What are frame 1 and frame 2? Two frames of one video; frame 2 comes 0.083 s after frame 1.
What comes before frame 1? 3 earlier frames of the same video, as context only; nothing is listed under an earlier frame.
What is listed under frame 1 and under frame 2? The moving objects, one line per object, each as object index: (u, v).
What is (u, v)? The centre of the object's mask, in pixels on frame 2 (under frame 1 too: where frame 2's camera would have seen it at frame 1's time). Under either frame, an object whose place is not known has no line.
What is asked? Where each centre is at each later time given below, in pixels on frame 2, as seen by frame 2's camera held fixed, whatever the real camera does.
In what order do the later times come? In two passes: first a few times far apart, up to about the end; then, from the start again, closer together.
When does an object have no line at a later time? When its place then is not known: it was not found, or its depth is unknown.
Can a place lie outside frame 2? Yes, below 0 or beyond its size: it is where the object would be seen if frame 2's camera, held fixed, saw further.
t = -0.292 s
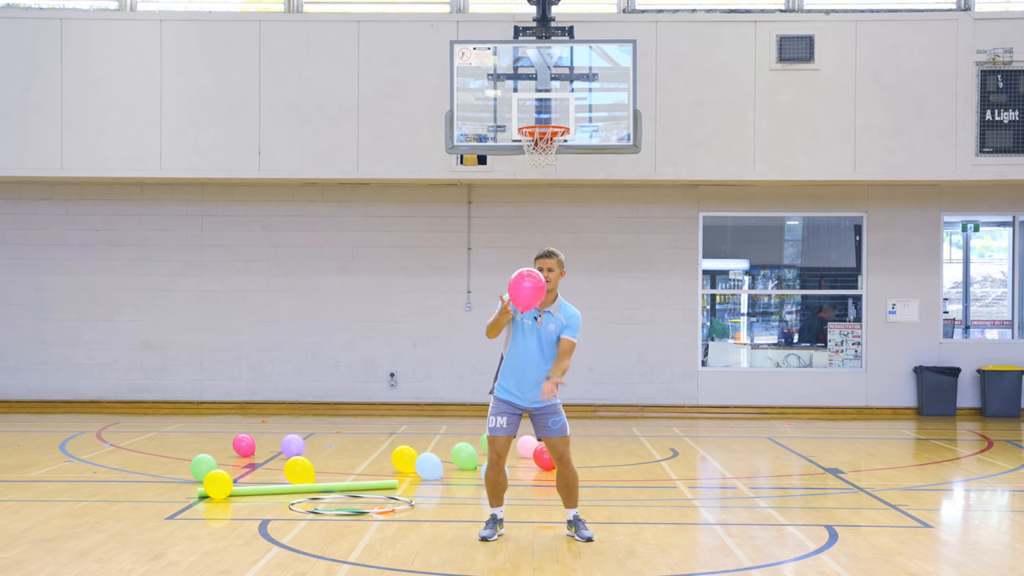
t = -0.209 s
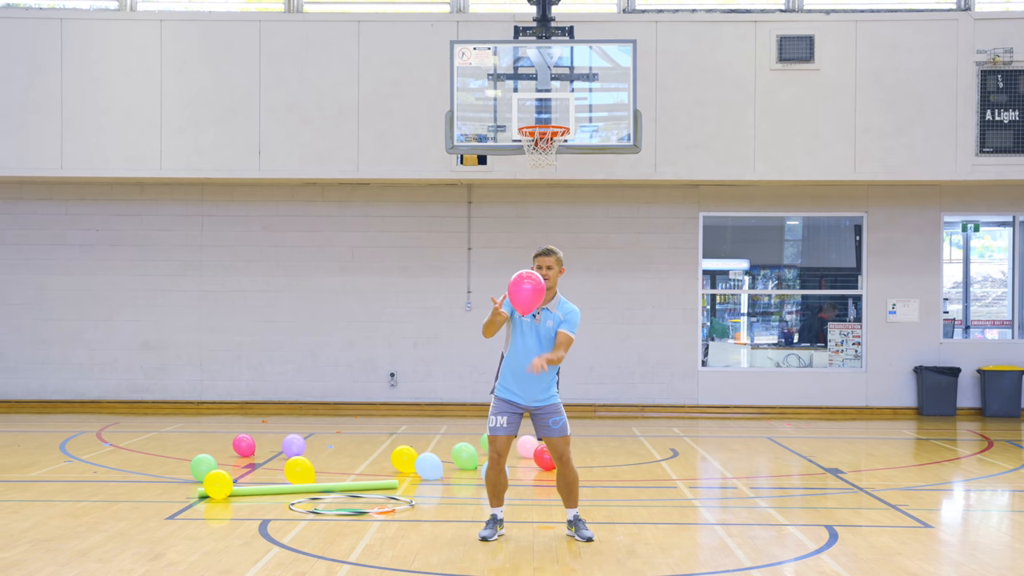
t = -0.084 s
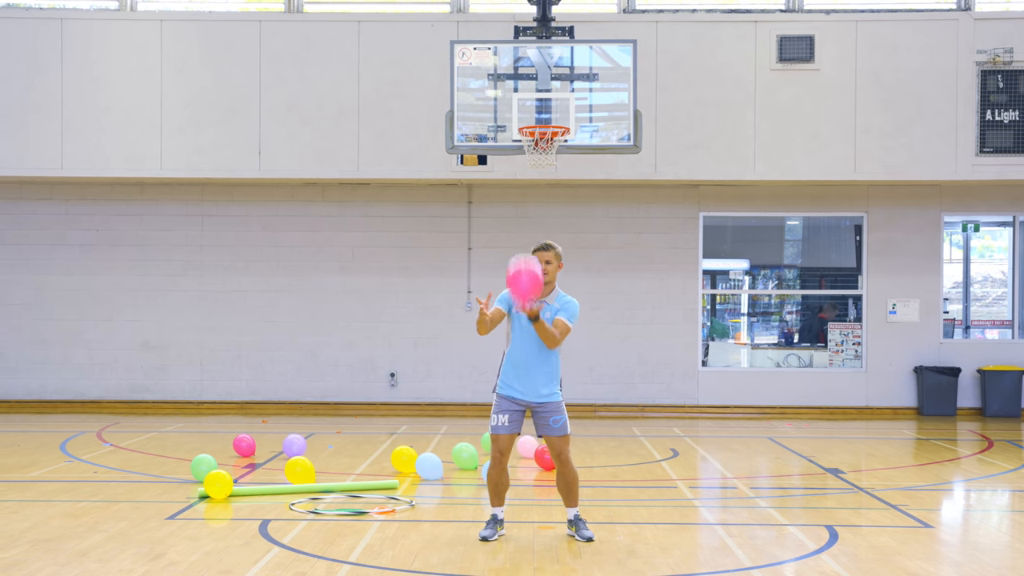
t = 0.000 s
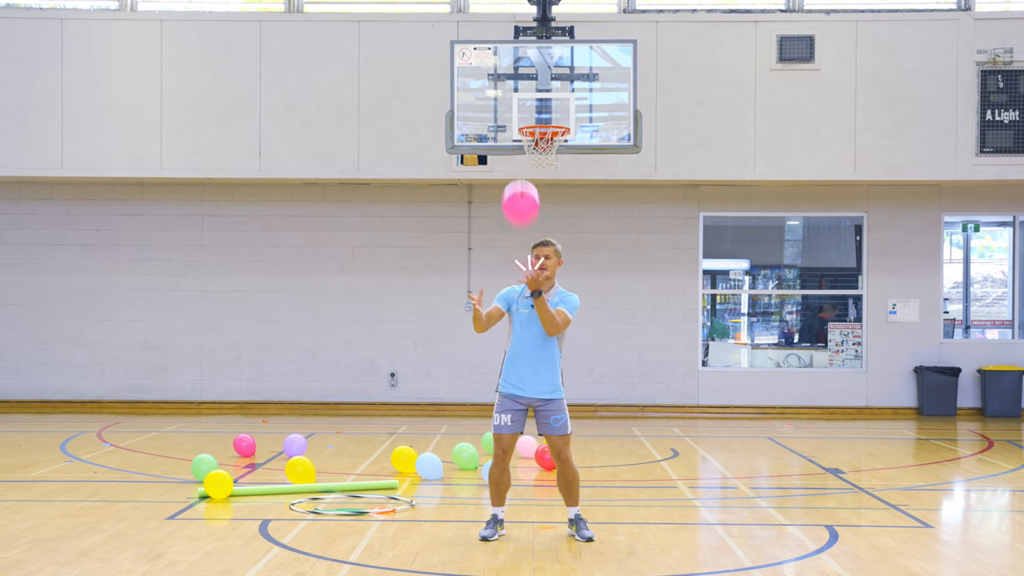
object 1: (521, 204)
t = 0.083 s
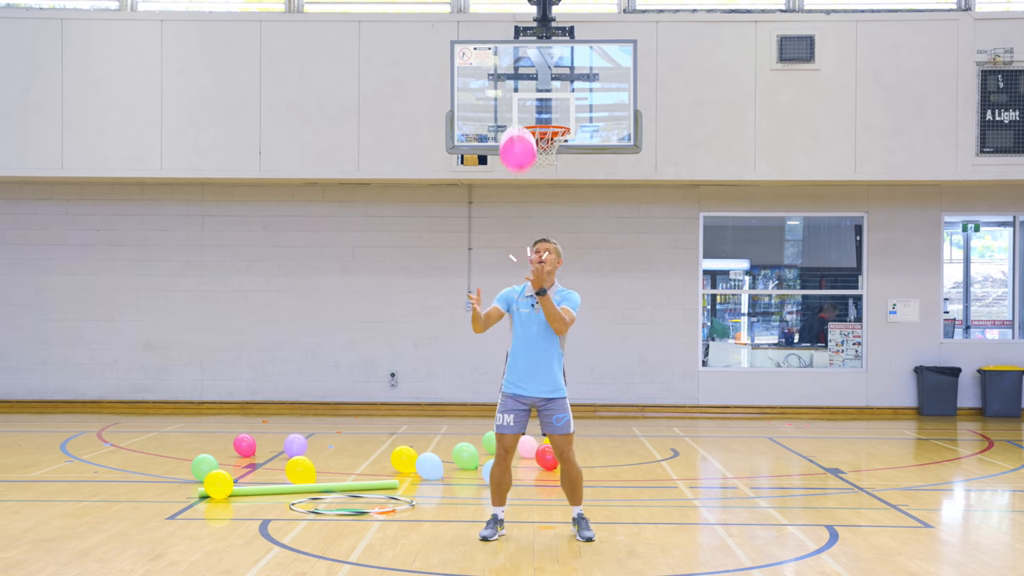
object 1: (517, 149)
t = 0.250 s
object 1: (518, 80)
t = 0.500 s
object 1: (534, 42)
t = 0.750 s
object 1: (540, 45)
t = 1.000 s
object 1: (534, 54)
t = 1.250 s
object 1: (527, 68)
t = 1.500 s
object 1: (522, 96)
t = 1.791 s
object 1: (514, 145)
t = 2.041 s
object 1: (506, 196)
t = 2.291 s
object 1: (496, 249)
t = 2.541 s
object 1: (477, 301)
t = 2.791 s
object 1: (459, 350)
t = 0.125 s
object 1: (516, 128)
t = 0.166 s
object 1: (516, 109)
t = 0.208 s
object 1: (516, 93)
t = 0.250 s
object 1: (518, 80)
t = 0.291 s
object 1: (519, 70)
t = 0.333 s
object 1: (522, 60)
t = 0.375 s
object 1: (525, 53)
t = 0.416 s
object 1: (528, 48)
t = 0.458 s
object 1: (531, 44)
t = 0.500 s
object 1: (534, 42)
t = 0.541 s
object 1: (536, 41)
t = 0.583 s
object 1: (538, 41)
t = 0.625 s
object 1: (539, 42)
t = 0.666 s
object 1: (540, 43)
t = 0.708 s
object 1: (540, 44)
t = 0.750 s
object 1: (540, 45)
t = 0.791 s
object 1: (539, 46)
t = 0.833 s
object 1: (538, 48)
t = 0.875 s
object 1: (537, 49)
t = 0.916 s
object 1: (536, 51)
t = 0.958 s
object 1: (535, 52)
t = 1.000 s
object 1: (534, 54)
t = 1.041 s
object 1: (533, 55)
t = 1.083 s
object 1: (531, 57)
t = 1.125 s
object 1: (530, 59)
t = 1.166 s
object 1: (529, 62)
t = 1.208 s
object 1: (528, 64)
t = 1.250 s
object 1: (527, 68)
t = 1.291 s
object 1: (526, 72)
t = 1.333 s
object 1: (526, 76)
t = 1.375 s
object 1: (525, 80)
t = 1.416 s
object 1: (524, 85)
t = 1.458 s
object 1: (523, 91)
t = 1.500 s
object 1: (522, 96)
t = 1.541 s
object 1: (521, 102)
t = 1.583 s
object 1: (520, 109)
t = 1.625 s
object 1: (519, 115)
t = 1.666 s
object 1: (518, 122)
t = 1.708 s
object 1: (516, 130)
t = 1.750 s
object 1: (515, 137)
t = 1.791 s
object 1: (514, 145)
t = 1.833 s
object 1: (513, 153)
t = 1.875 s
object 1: (511, 162)
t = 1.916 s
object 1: (510, 170)
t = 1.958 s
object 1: (509, 179)
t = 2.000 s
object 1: (508, 188)
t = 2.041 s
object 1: (506, 196)
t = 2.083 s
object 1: (505, 205)
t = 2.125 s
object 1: (503, 214)
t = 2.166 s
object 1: (502, 223)
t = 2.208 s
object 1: (499, 232)
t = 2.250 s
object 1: (498, 240)
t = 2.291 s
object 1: (496, 249)
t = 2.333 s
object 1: (493, 258)
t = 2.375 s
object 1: (490, 267)
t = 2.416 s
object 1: (488, 276)
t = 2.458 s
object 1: (484, 284)
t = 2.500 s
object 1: (481, 293)
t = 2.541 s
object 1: (477, 301)
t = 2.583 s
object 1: (474, 310)
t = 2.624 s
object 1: (471, 318)
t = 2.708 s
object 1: (464, 334)
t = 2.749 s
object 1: (461, 342)
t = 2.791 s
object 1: (459, 350)
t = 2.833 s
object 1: (456, 358)
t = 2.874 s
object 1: (454, 366)
